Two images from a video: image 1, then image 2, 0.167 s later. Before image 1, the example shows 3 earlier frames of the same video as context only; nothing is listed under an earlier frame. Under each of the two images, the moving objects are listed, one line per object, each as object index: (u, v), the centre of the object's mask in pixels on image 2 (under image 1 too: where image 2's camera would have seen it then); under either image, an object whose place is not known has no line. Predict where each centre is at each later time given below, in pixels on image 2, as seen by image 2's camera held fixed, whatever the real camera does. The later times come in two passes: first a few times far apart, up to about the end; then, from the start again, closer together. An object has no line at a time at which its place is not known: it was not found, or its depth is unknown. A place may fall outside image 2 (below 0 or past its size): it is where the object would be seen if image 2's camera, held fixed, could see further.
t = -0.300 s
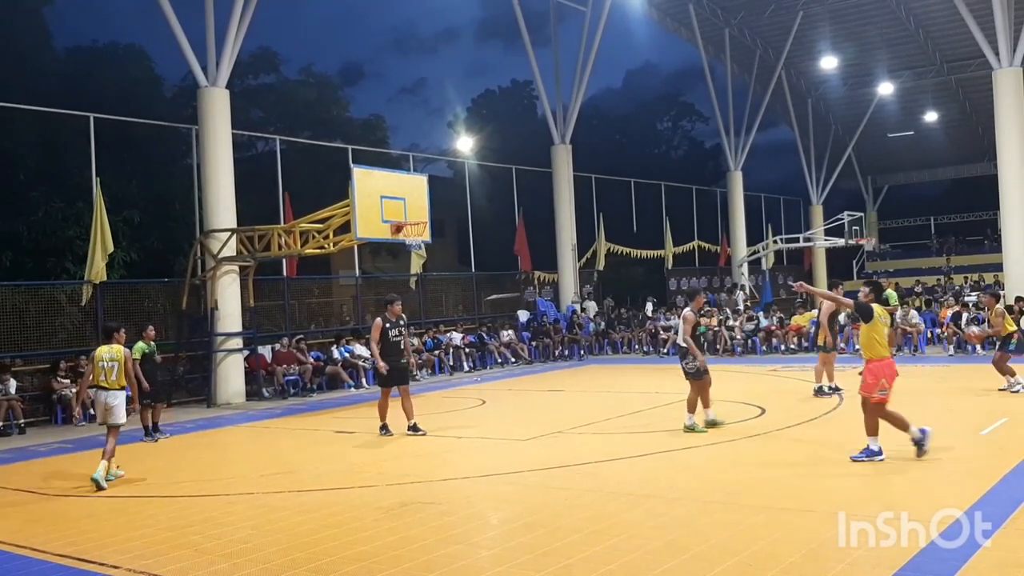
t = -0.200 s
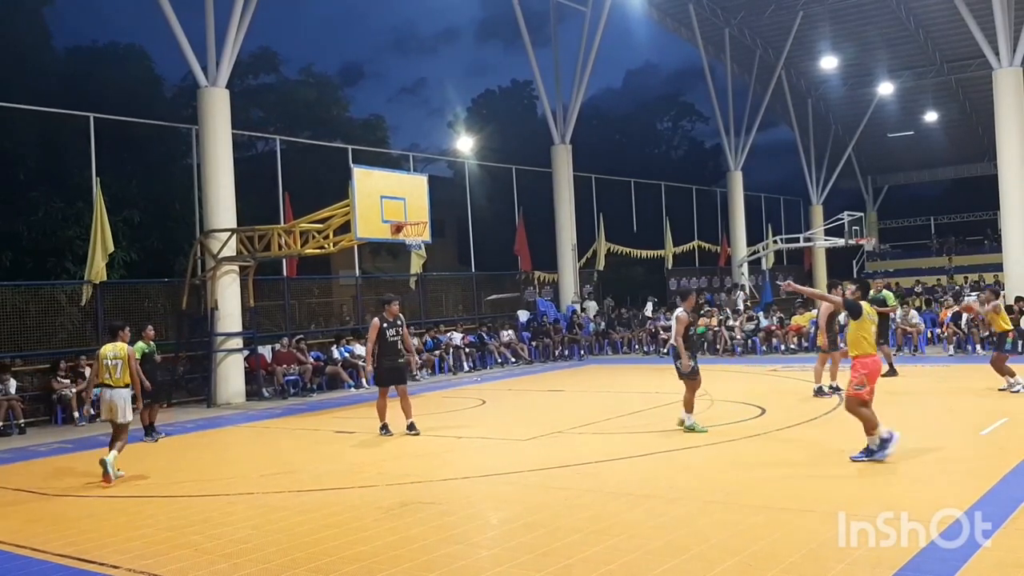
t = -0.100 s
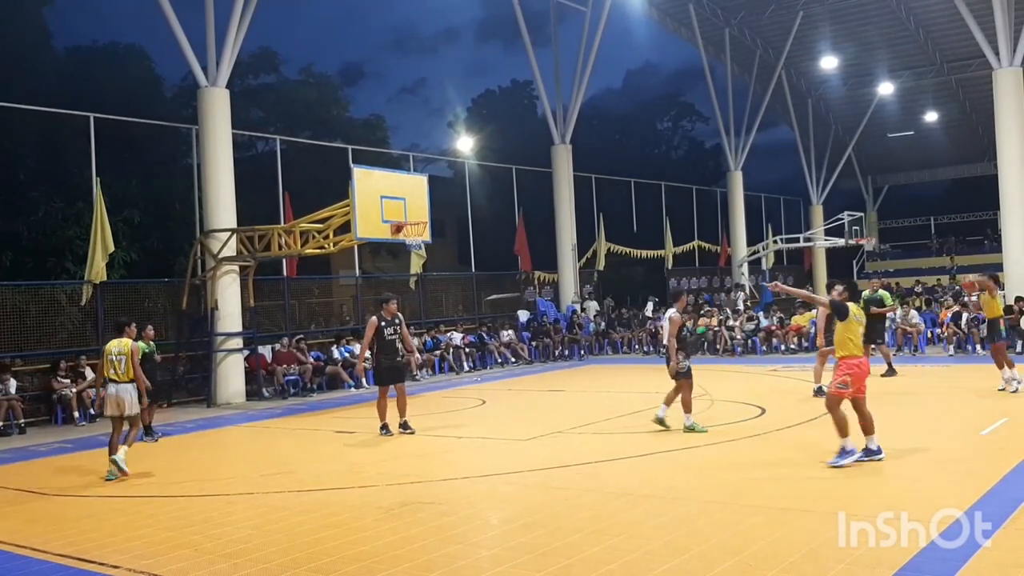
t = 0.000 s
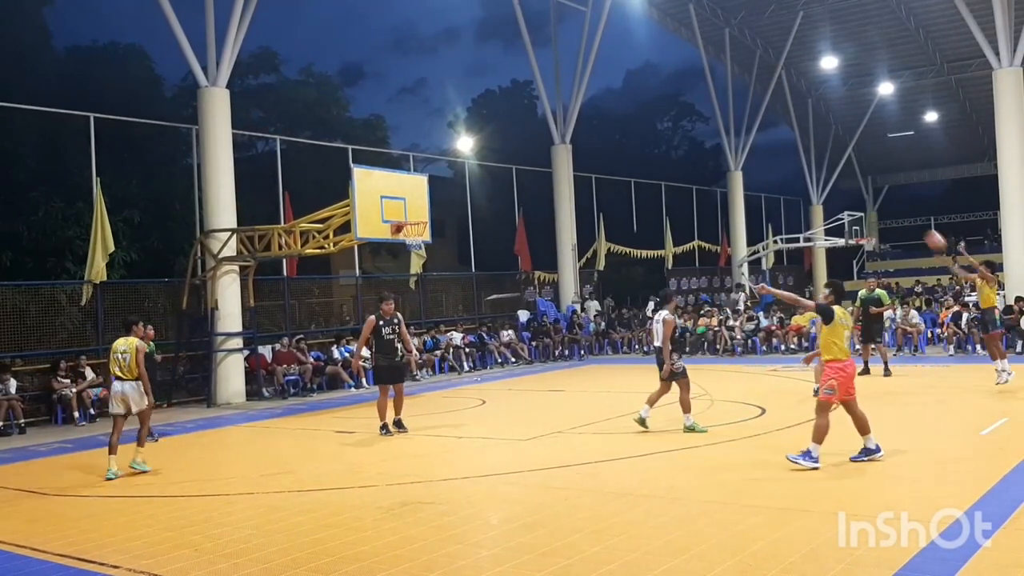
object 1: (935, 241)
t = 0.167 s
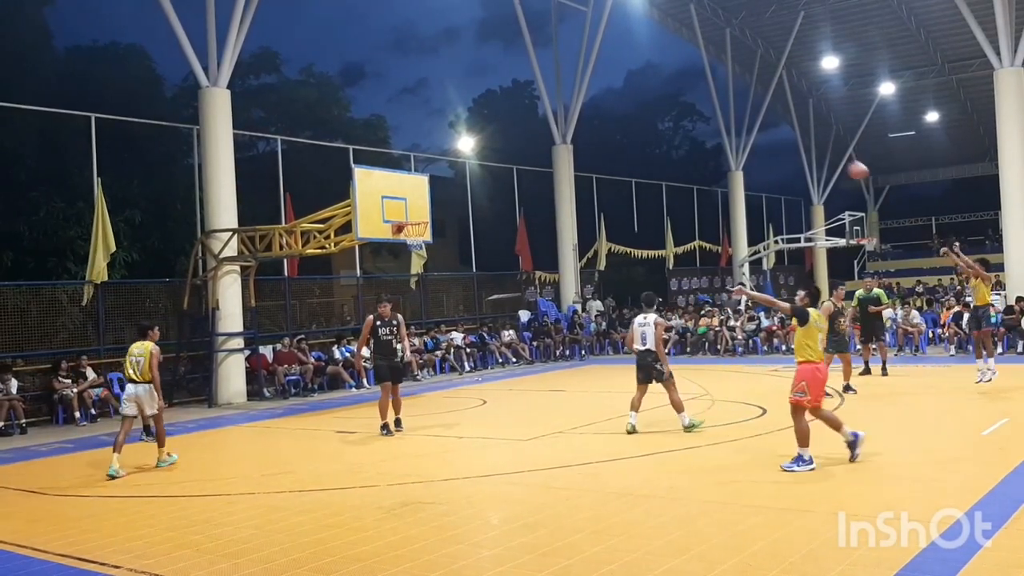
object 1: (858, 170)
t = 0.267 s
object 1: (812, 138)
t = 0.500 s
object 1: (714, 92)
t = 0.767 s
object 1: (613, 84)
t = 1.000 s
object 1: (532, 112)
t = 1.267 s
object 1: (450, 182)
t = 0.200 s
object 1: (842, 159)
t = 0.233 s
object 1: (827, 147)
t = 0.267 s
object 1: (812, 138)
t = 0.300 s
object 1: (798, 129)
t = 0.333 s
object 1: (783, 121)
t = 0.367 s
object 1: (769, 114)
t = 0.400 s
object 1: (756, 107)
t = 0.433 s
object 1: (741, 101)
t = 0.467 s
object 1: (727, 96)
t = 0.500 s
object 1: (714, 92)
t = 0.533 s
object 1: (701, 89)
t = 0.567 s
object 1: (688, 86)
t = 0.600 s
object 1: (675, 84)
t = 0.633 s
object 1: (662, 83)
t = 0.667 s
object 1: (649, 82)
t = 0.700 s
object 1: (637, 82)
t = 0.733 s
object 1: (625, 82)
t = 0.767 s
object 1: (613, 84)
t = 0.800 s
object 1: (600, 85)
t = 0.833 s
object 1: (589, 88)
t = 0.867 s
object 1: (577, 92)
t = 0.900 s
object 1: (566, 96)
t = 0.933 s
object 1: (555, 101)
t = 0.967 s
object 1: (543, 107)
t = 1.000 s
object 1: (532, 112)
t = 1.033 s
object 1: (522, 119)
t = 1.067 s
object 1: (511, 126)
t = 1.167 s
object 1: (480, 151)
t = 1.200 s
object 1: (471, 160)
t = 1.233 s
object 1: (460, 171)
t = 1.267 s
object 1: (450, 182)
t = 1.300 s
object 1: (439, 194)
